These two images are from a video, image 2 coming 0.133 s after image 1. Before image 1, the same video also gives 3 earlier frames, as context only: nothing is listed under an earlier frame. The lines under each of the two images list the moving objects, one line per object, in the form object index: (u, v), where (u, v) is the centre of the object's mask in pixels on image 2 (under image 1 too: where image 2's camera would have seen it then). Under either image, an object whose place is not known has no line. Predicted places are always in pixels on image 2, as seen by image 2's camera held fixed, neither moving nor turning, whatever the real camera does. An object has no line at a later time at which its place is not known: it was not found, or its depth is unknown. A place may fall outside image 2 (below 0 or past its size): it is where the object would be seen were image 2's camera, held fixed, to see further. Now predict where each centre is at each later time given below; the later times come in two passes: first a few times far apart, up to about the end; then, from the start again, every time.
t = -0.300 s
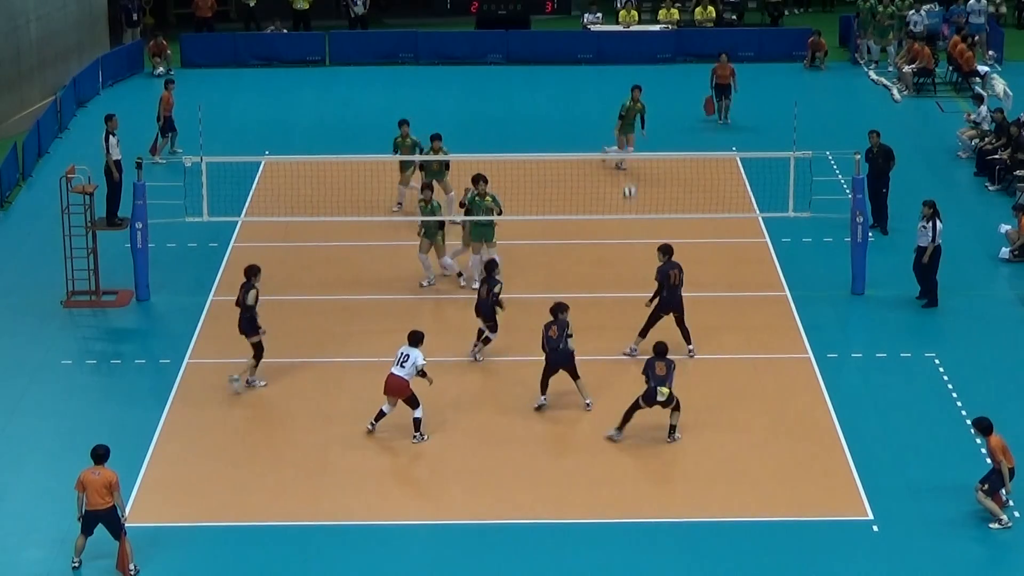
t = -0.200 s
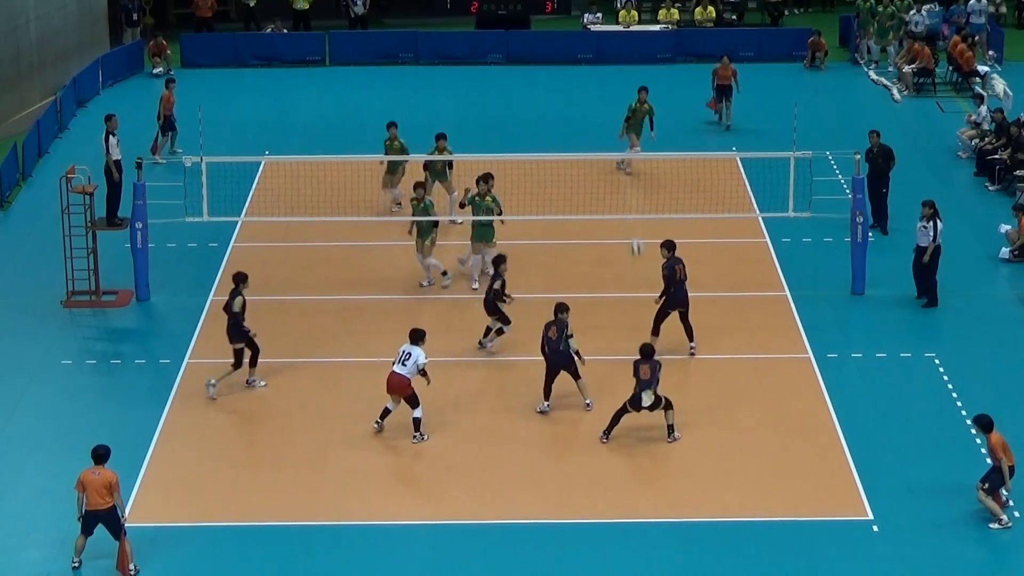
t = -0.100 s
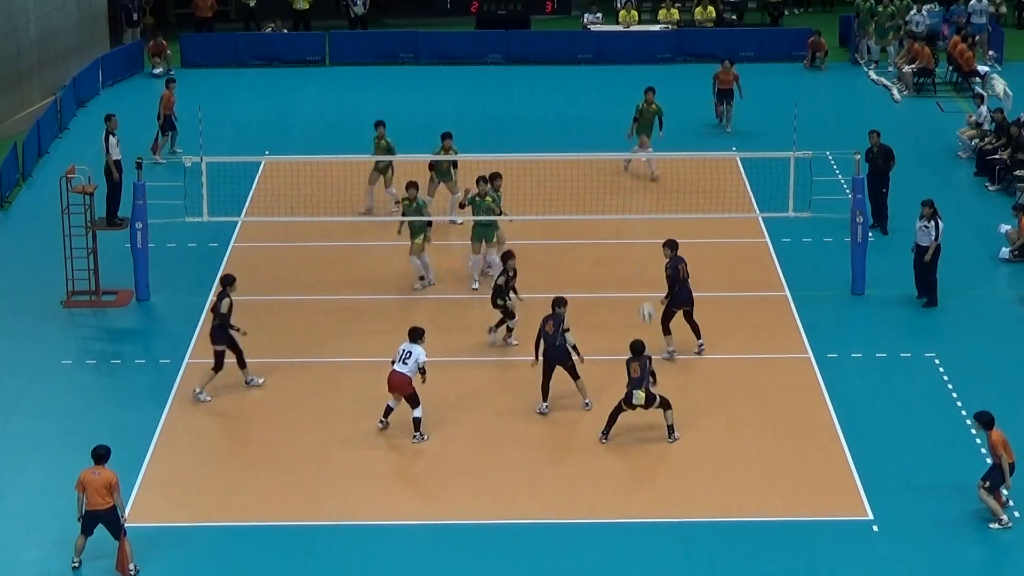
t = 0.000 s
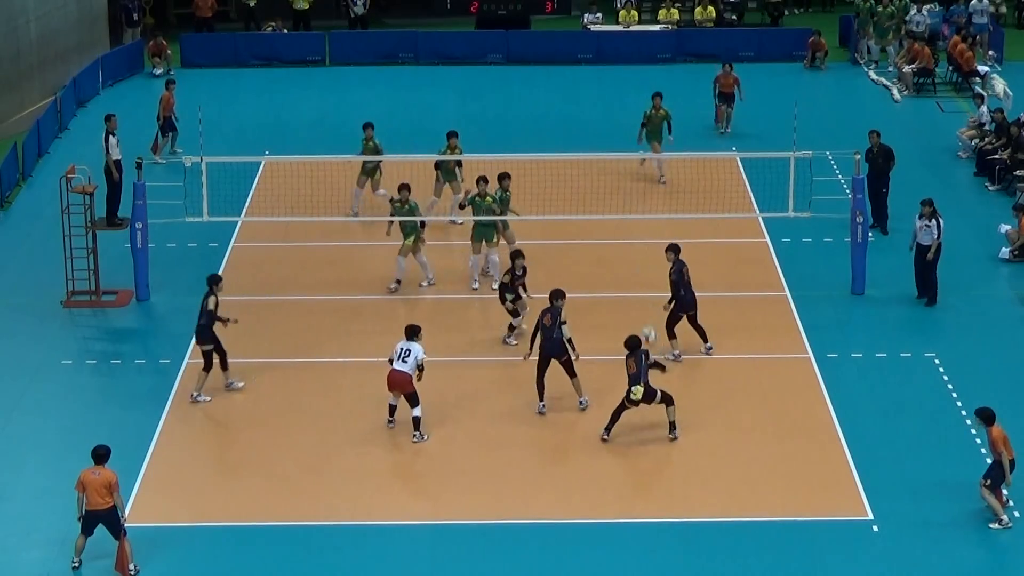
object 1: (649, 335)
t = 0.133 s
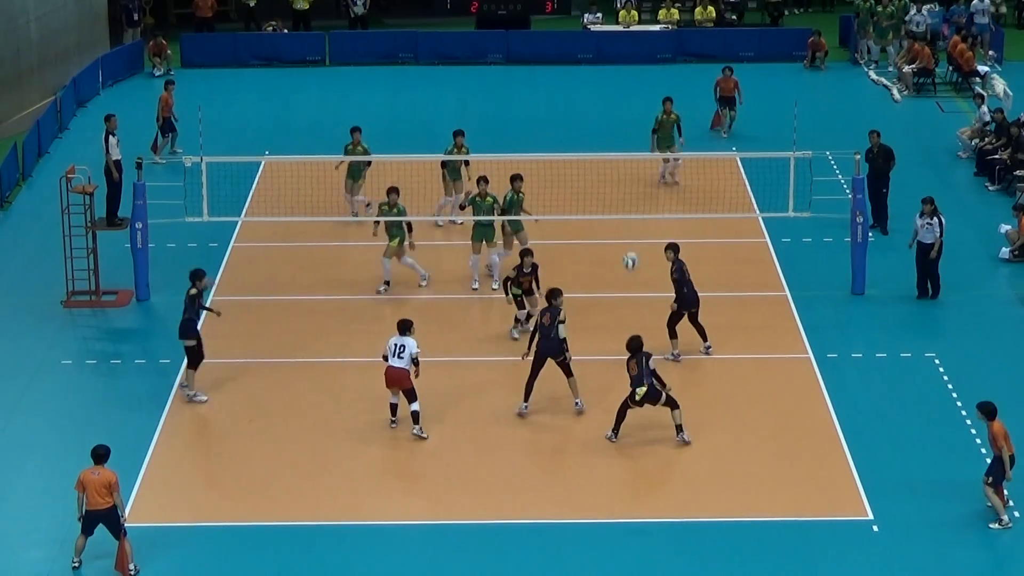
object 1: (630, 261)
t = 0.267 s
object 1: (611, 200)
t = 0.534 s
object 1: (574, 119)
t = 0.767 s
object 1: (541, 92)
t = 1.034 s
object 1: (506, 106)
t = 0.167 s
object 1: (625, 246)
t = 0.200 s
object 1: (621, 230)
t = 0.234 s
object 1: (616, 214)
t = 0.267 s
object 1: (611, 200)
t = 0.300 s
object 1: (607, 188)
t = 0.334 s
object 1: (602, 176)
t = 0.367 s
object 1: (597, 164)
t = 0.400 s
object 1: (593, 153)
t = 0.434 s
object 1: (588, 144)
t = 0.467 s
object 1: (583, 135)
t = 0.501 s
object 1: (579, 127)
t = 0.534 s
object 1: (574, 119)
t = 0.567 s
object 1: (569, 113)
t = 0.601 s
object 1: (563, 107)
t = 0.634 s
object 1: (559, 103)
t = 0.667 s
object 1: (555, 99)
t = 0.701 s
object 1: (550, 96)
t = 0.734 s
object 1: (546, 94)
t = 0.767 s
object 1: (541, 92)
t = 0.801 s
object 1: (536, 91)
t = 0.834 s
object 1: (532, 91)
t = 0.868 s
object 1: (528, 92)
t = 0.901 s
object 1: (523, 93)
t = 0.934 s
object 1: (519, 95)
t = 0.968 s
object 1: (514, 98)
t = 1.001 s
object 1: (510, 102)
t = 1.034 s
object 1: (506, 106)
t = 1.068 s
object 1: (502, 111)
